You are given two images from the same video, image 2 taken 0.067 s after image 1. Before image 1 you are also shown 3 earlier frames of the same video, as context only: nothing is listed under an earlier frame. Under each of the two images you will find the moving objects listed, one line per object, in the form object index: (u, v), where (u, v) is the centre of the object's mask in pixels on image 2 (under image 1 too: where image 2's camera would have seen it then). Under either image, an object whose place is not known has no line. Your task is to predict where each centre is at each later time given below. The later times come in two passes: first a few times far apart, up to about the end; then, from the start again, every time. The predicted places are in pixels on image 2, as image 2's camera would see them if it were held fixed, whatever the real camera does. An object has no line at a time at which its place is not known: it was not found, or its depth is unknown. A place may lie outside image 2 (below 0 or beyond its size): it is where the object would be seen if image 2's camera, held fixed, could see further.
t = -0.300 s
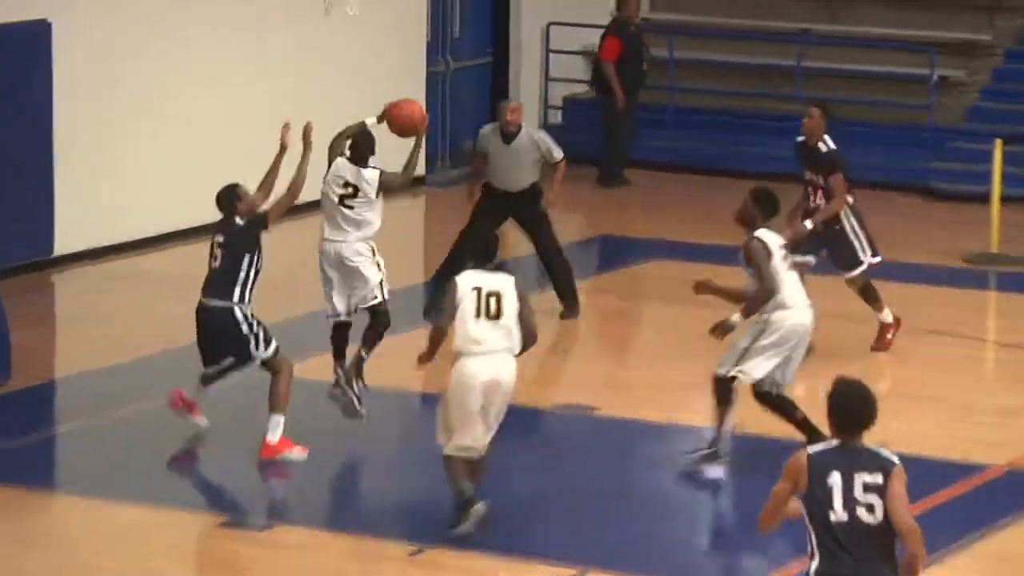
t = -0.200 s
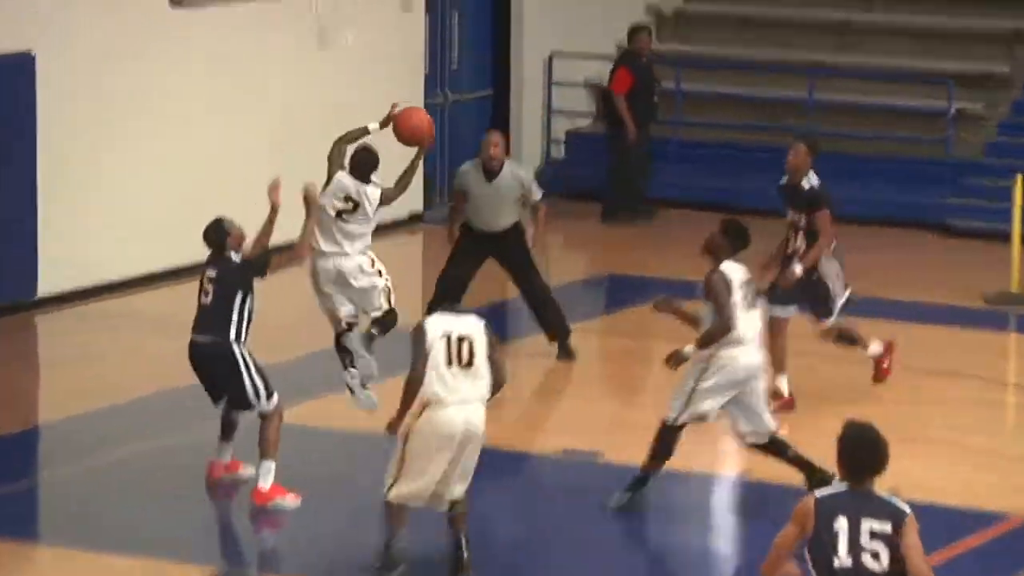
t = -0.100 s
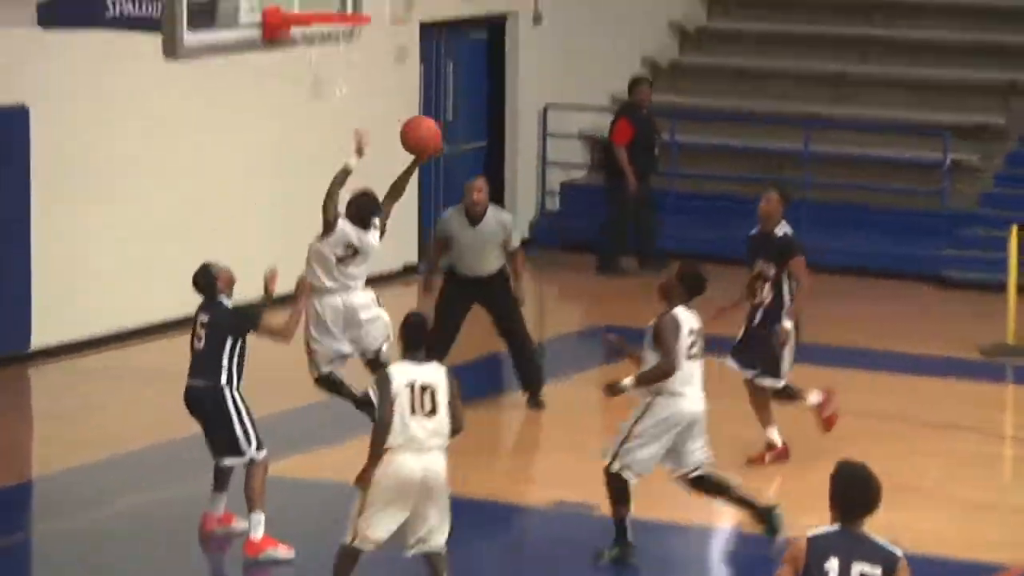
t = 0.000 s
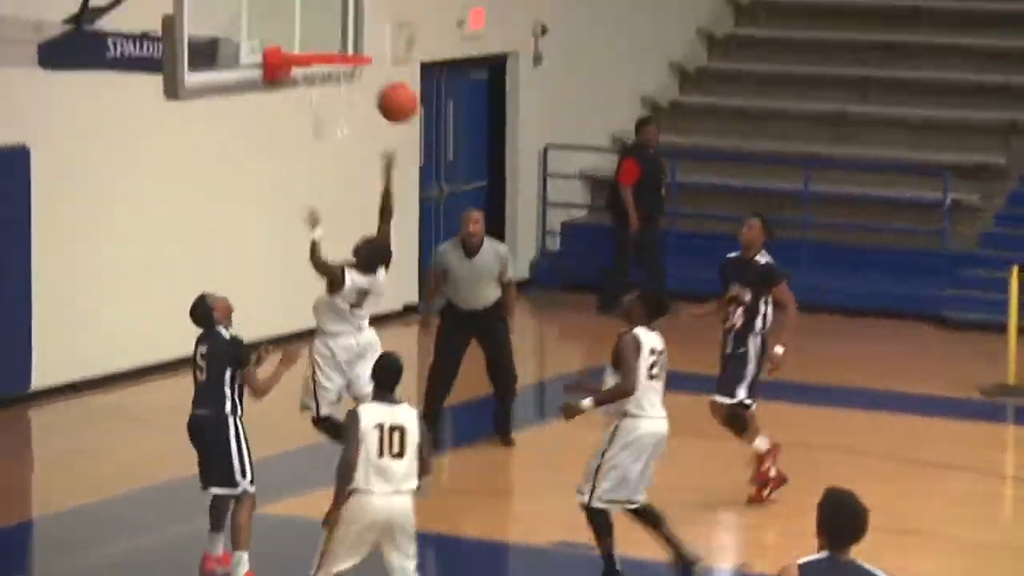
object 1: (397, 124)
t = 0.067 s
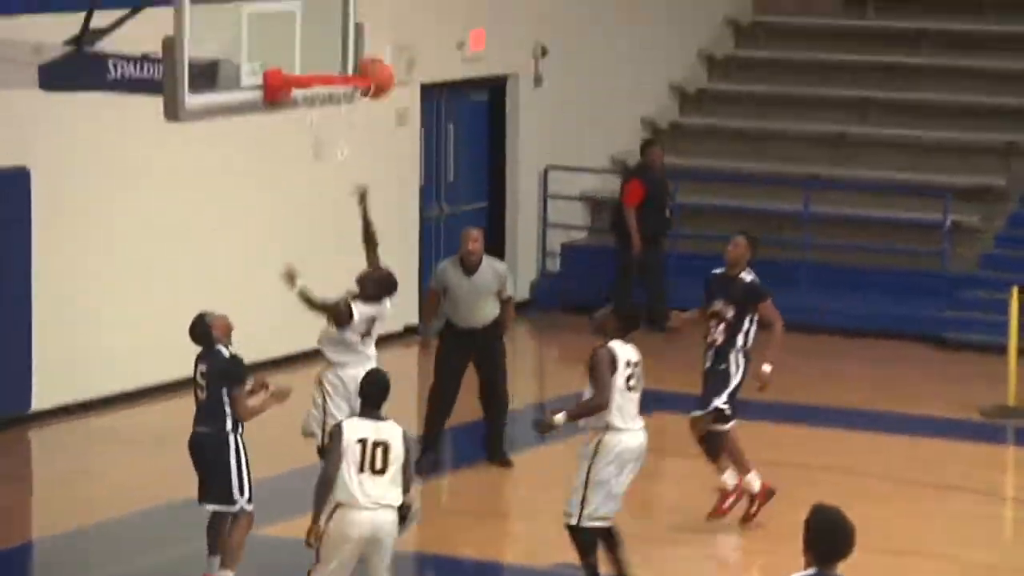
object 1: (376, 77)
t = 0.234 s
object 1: (327, 7)
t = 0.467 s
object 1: (354, 38)
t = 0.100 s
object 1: (360, 58)
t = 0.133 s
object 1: (347, 39)
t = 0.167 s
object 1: (334, 22)
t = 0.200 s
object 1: (324, 10)
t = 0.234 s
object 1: (327, 7)
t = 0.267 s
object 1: (330, 6)
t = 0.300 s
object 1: (334, 7)
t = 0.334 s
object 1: (338, 8)
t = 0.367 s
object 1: (342, 14)
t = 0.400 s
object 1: (347, 20)
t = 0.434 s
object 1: (351, 28)
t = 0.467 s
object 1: (354, 38)
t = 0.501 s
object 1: (358, 51)
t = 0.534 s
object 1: (361, 62)
